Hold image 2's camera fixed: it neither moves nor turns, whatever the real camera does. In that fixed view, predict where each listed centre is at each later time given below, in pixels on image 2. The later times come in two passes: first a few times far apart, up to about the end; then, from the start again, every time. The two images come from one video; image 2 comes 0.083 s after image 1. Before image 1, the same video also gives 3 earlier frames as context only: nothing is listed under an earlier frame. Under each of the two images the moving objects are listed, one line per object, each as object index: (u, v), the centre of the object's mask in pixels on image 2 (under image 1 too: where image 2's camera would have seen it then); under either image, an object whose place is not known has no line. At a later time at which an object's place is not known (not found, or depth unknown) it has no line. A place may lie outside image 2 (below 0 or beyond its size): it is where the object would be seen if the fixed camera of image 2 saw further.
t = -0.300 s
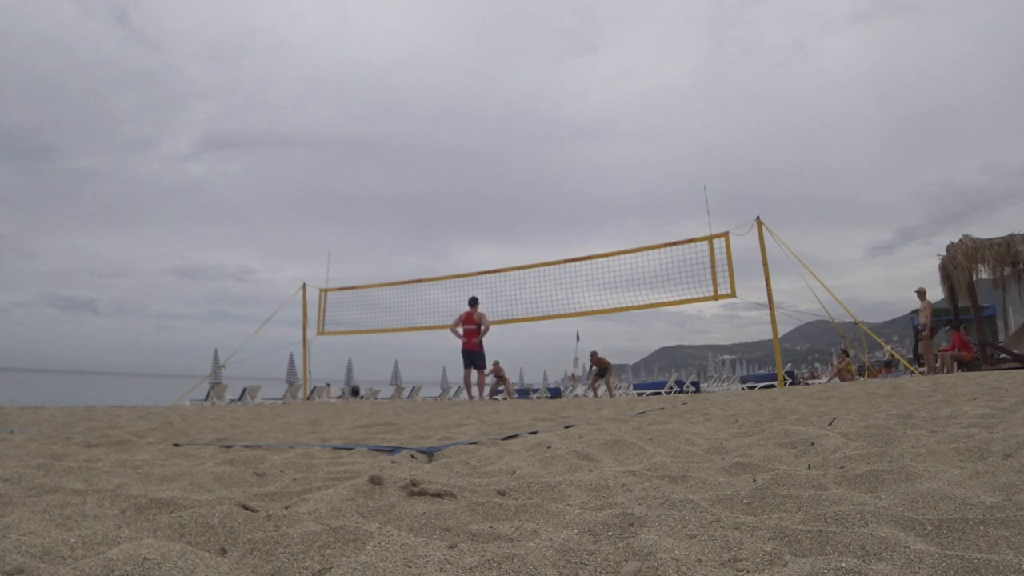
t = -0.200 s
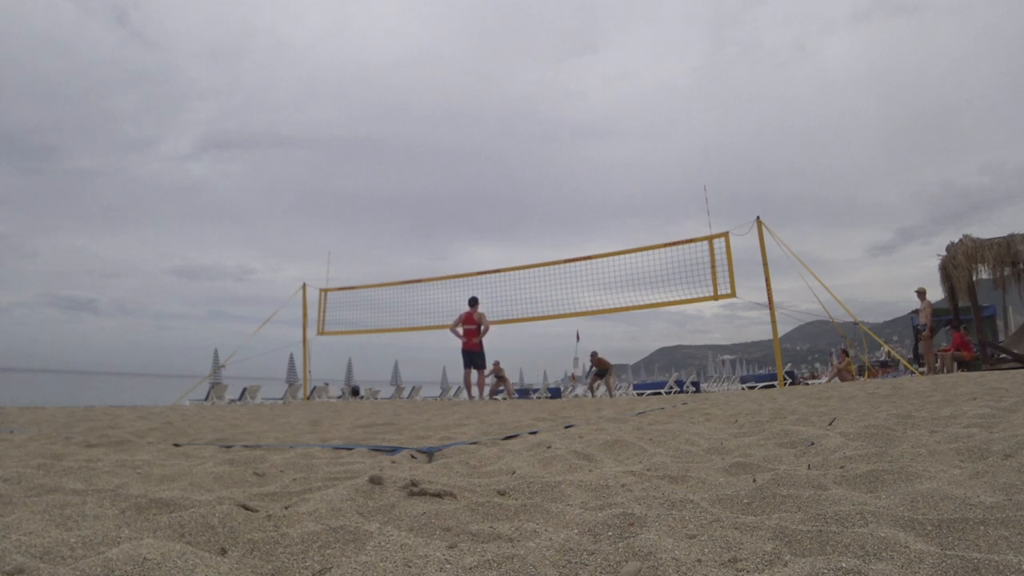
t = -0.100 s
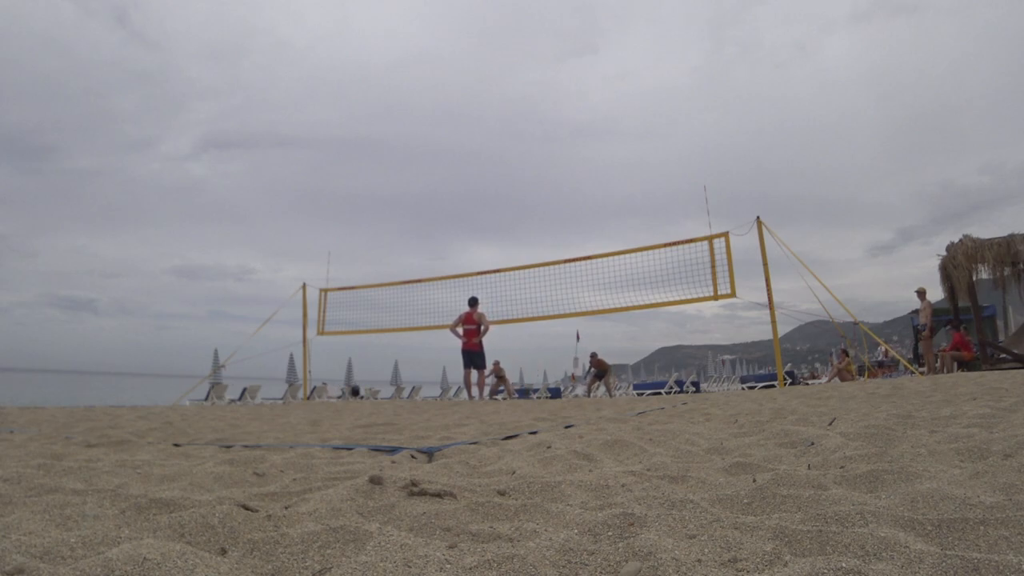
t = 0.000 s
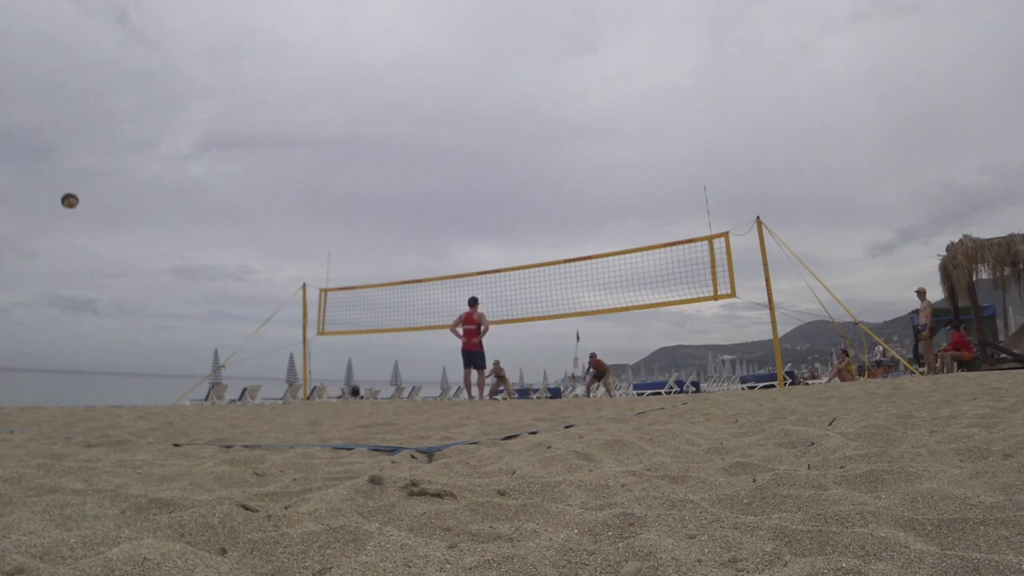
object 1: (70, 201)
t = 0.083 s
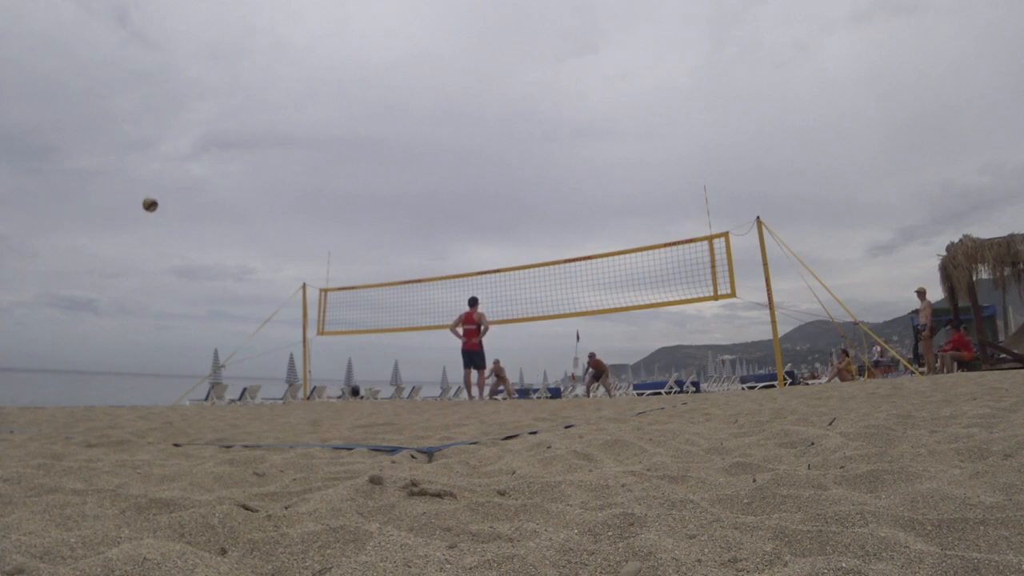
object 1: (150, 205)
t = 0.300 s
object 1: (292, 227)
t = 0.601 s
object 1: (407, 279)
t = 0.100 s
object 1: (164, 206)
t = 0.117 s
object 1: (177, 207)
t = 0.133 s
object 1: (190, 208)
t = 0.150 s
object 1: (202, 210)
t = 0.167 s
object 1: (214, 212)
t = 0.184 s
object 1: (225, 213)
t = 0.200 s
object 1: (236, 215)
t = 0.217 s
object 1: (246, 217)
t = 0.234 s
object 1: (256, 219)
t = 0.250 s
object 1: (266, 220)
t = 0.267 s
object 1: (275, 222)
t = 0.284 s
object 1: (284, 224)
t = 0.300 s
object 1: (292, 227)
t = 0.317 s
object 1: (301, 229)
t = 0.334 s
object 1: (309, 231)
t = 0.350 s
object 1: (316, 234)
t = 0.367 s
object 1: (324, 236)
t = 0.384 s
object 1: (331, 239)
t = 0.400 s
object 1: (338, 242)
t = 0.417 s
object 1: (344, 244)
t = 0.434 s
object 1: (350, 247)
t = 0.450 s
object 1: (357, 250)
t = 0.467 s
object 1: (363, 253)
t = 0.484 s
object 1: (369, 256)
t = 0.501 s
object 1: (375, 260)
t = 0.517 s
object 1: (381, 263)
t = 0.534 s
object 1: (386, 266)
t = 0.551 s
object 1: (392, 270)
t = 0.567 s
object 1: (397, 273)
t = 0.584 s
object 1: (402, 277)
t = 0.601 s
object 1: (407, 279)
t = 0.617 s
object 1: (412, 285)
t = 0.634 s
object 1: (416, 287)
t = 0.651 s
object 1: (420, 290)
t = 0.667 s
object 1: (425, 294)
